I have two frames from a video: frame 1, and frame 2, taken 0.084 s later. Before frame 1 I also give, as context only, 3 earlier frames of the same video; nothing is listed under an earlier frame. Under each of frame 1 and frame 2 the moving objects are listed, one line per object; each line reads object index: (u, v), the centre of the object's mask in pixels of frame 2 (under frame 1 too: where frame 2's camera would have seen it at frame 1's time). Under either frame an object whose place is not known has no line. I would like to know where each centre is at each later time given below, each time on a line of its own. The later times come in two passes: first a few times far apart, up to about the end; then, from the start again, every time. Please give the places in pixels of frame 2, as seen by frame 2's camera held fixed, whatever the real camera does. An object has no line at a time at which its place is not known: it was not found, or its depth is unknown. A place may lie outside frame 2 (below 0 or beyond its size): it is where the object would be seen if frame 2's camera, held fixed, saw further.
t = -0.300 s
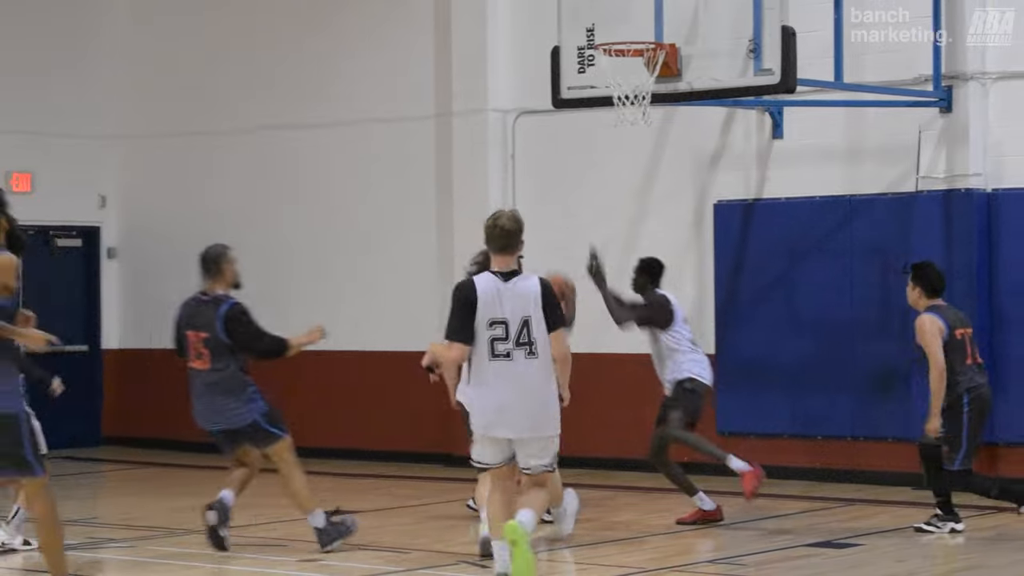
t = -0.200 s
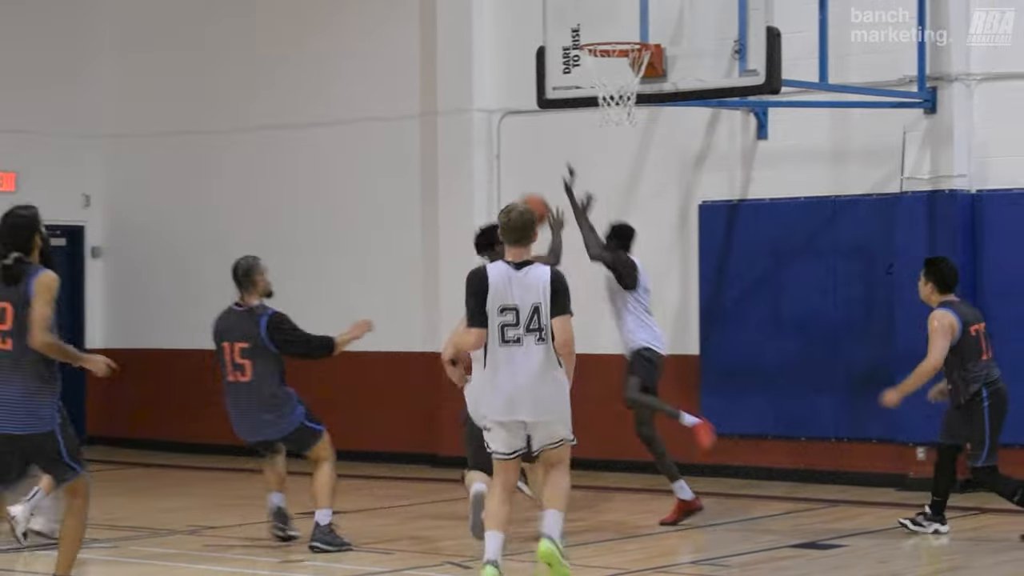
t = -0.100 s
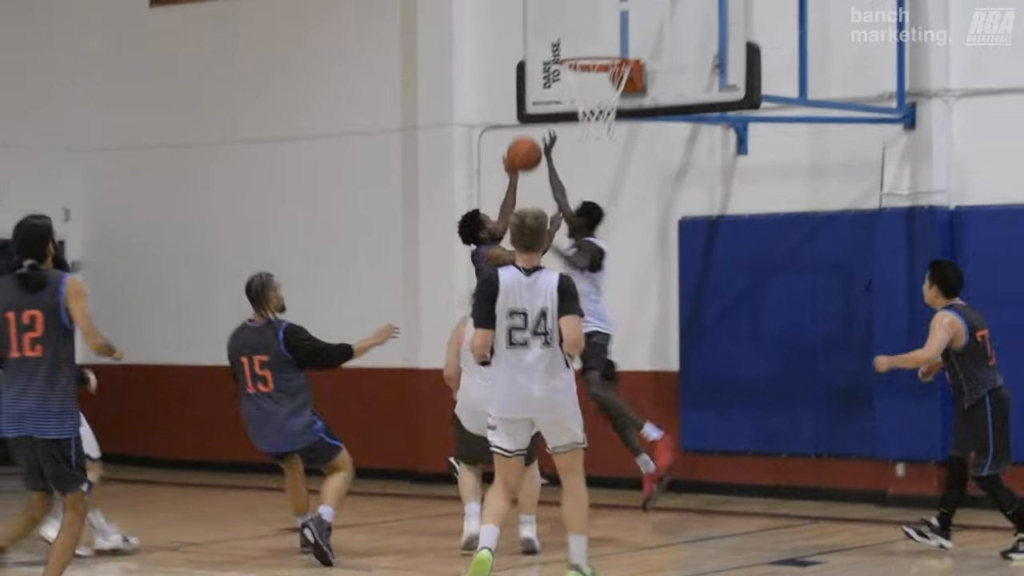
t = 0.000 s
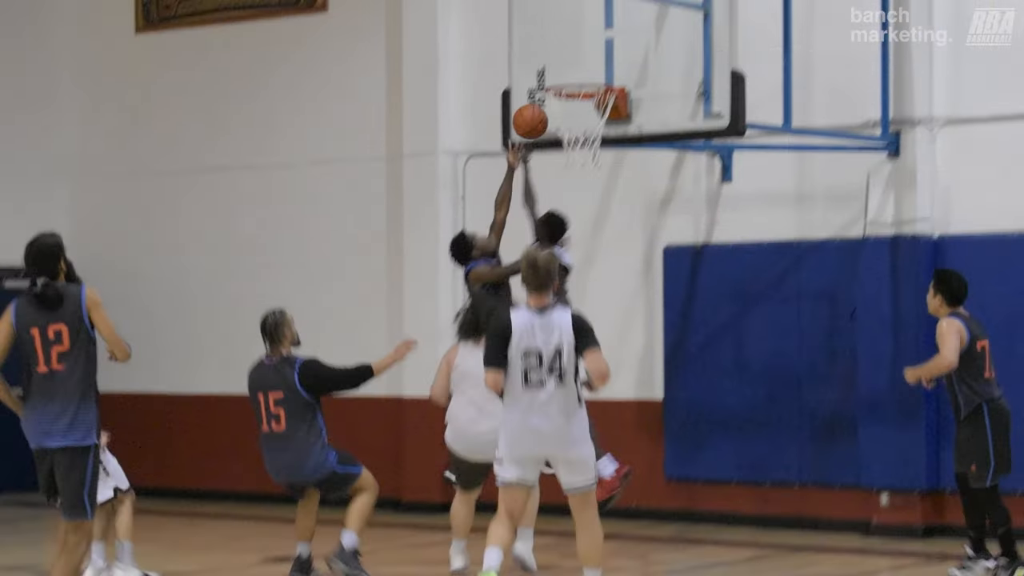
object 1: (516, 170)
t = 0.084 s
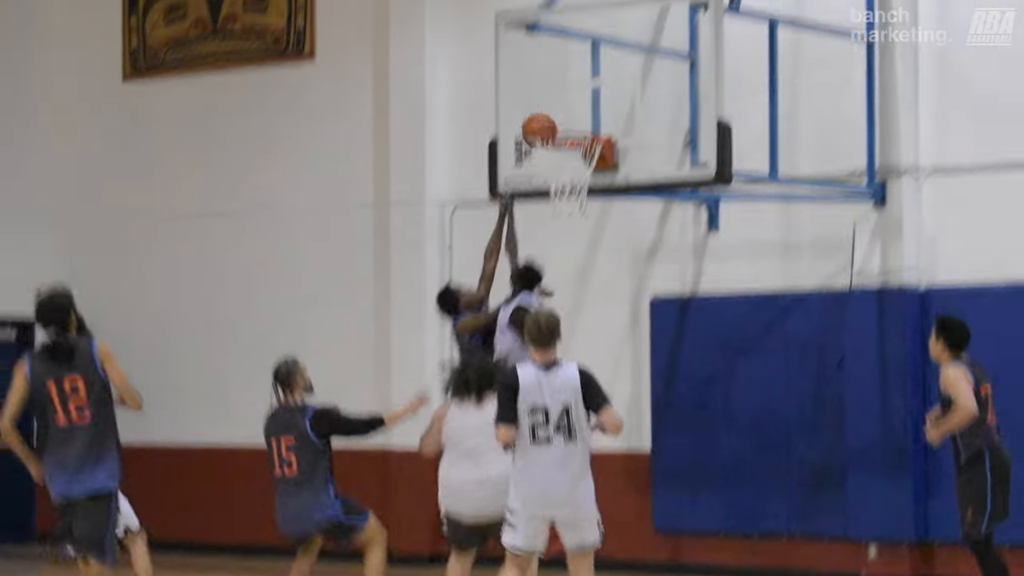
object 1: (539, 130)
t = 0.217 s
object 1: (562, 98)
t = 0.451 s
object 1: (585, 114)
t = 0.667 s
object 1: (552, 114)
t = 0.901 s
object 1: (548, 129)
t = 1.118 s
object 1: (575, 150)
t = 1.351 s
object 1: (583, 206)
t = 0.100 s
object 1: (543, 124)
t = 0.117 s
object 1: (548, 118)
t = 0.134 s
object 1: (552, 112)
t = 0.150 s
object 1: (555, 108)
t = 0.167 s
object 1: (557, 104)
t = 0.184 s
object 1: (559, 102)
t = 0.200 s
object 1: (560, 100)
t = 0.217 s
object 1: (562, 98)
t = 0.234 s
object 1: (563, 96)
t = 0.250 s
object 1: (564, 95)
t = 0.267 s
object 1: (566, 94)
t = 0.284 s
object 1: (568, 94)
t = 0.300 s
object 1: (570, 93)
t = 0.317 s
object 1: (571, 94)
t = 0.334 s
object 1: (573, 95)
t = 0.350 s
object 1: (575, 96)
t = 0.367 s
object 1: (576, 98)
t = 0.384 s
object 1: (578, 100)
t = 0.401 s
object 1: (580, 103)
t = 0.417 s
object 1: (581, 106)
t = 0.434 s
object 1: (583, 110)
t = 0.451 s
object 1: (585, 114)
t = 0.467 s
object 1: (587, 118)
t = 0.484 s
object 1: (587, 120)
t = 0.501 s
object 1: (584, 118)
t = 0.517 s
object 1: (581, 116)
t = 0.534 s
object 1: (576, 114)
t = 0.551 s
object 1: (574, 113)
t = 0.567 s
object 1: (571, 111)
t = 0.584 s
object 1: (567, 111)
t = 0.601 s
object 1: (564, 110)
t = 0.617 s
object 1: (562, 111)
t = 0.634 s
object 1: (558, 111)
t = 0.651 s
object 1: (555, 112)
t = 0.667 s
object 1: (552, 114)
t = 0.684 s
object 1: (549, 115)
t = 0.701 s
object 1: (546, 117)
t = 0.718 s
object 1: (542, 119)
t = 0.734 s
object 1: (539, 123)
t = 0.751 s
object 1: (539, 123)
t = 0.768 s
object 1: (540, 122)
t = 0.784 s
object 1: (541, 122)
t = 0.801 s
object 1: (541, 122)
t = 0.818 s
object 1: (542, 123)
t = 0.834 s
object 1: (543, 125)
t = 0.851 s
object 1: (544, 126)
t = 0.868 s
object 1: (545, 128)
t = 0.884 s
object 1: (546, 129)
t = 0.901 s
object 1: (548, 129)
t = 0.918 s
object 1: (549, 130)
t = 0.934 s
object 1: (551, 130)
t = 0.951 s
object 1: (553, 130)
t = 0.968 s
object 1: (555, 132)
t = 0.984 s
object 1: (557, 133)
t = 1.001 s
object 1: (558, 135)
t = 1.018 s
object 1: (563, 136)
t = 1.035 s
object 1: (565, 138)
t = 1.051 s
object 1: (566, 139)
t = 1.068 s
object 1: (568, 140)
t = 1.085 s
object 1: (572, 144)
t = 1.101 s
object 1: (574, 147)
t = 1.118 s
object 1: (575, 150)
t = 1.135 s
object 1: (576, 152)
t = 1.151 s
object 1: (581, 156)
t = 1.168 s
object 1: (582, 158)
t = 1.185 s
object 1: (583, 164)
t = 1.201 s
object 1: (584, 169)
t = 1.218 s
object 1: (585, 171)
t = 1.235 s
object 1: (586, 179)
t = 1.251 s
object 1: (586, 181)
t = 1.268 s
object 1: (586, 184)
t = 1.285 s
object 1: (585, 187)
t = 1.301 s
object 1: (585, 190)
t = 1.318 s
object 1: (583, 193)
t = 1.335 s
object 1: (582, 195)
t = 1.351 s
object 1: (583, 206)
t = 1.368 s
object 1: (582, 209)
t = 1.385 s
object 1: (581, 213)
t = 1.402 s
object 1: (580, 219)
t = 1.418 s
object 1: (580, 225)
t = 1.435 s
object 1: (579, 231)
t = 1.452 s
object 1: (579, 238)
